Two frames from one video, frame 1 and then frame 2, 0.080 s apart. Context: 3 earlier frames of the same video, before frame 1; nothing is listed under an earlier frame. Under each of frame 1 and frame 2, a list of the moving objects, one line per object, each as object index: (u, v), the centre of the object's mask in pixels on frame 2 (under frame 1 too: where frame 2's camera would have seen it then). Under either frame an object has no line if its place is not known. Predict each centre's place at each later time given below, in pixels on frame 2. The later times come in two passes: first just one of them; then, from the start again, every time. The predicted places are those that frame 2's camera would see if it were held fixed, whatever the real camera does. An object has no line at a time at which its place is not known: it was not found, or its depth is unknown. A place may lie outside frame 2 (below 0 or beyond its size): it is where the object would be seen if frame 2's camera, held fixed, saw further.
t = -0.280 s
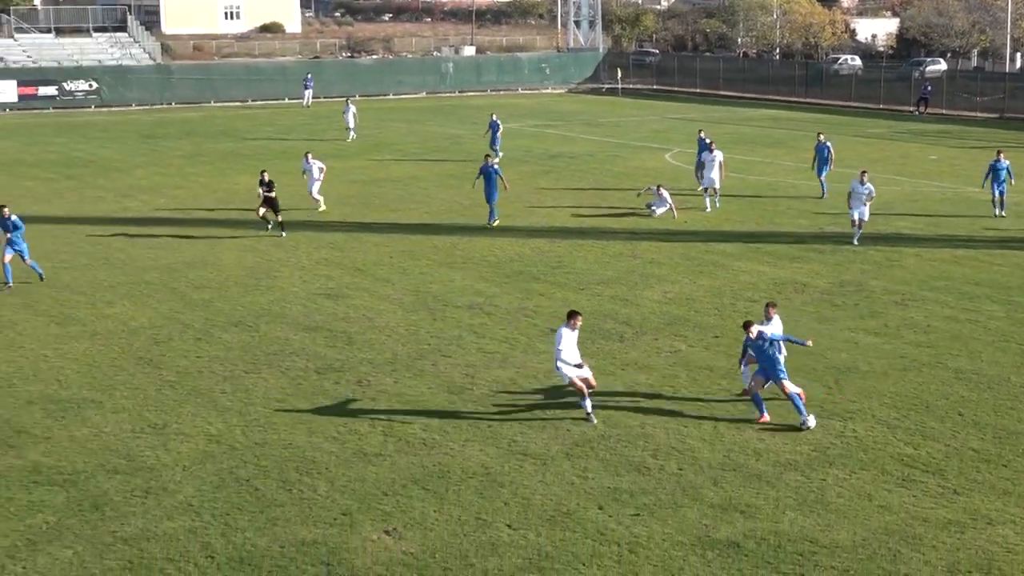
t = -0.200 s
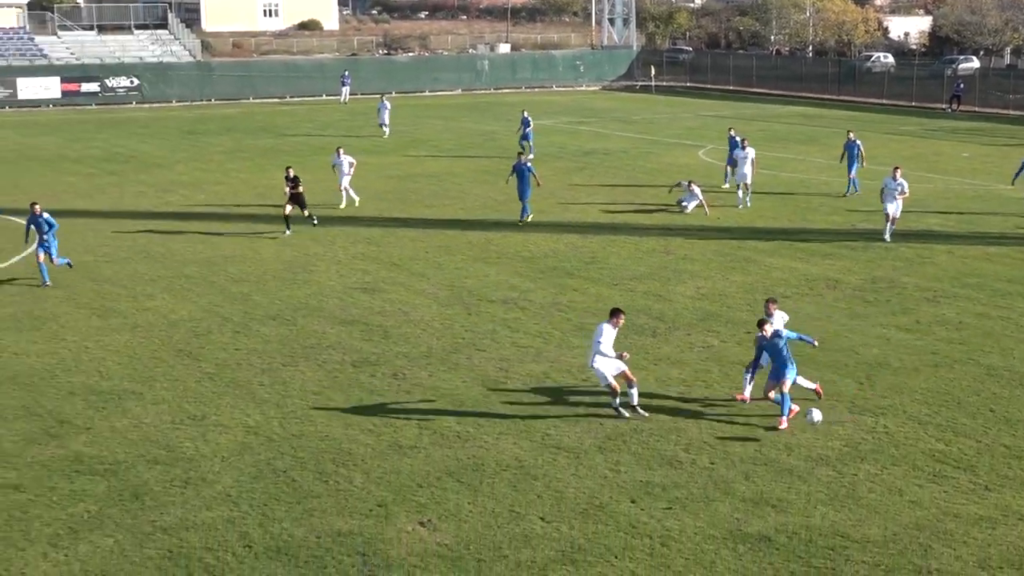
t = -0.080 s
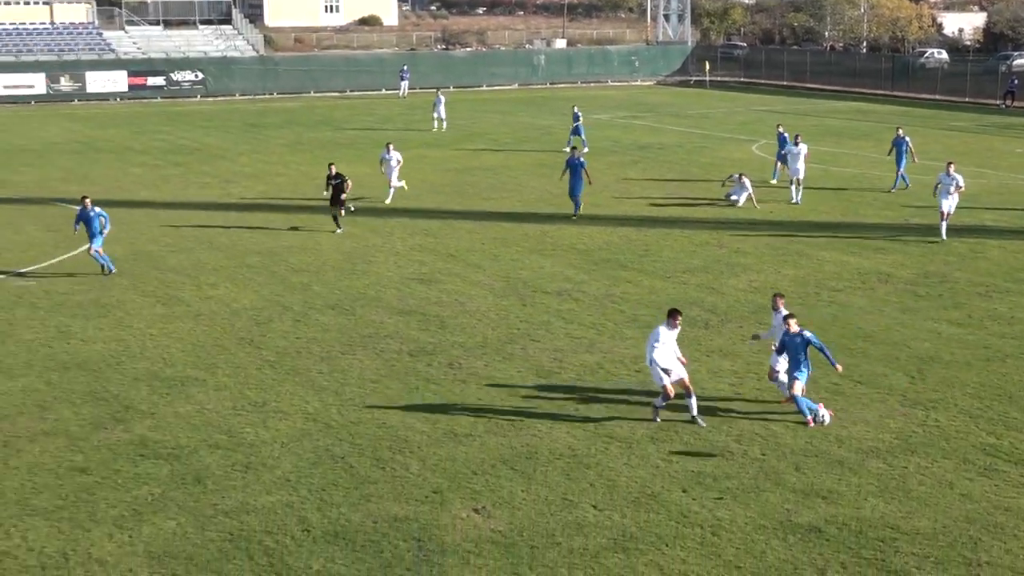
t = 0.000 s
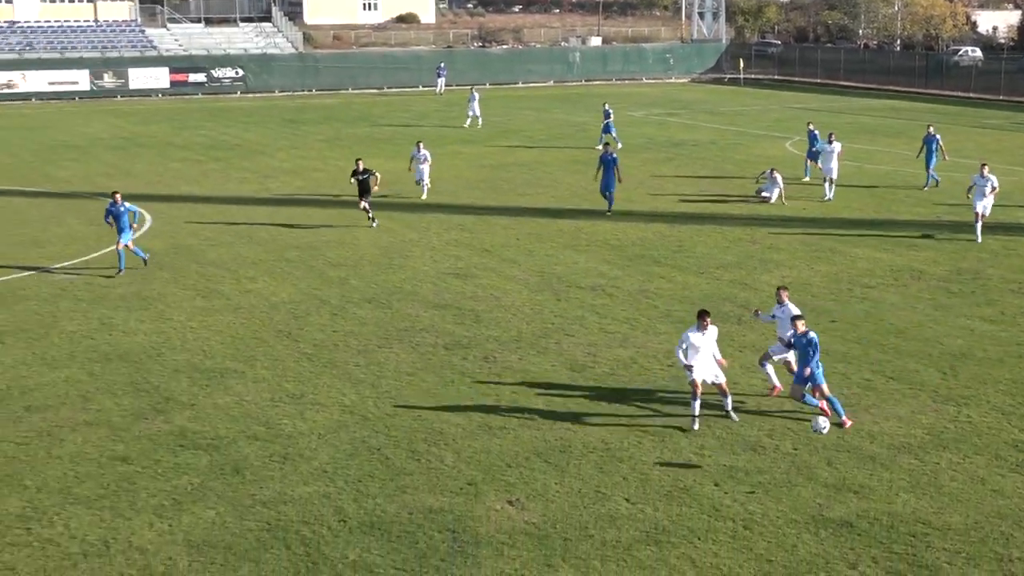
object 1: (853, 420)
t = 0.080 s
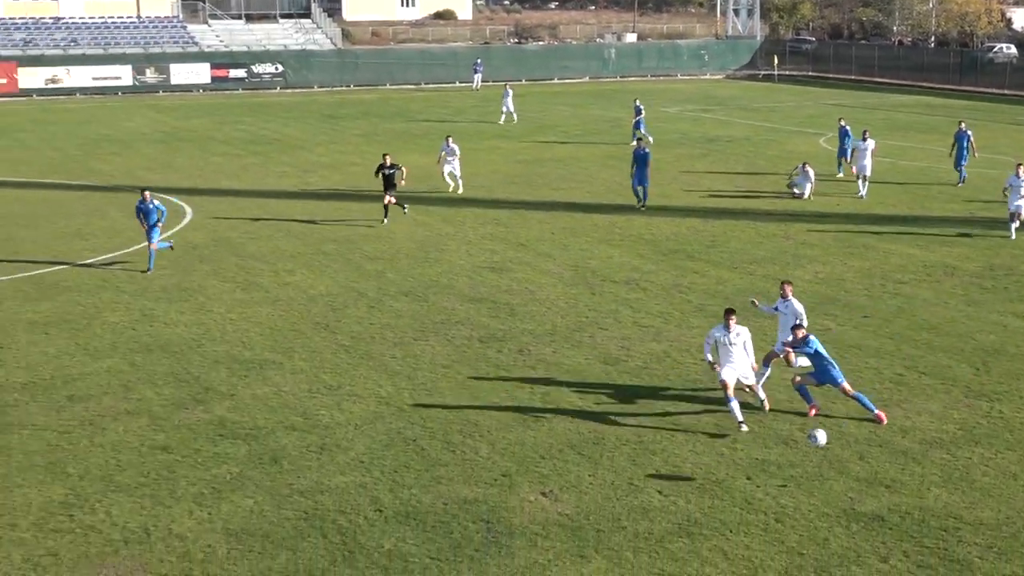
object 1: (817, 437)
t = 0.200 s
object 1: (758, 477)
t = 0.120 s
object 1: (798, 449)
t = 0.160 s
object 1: (779, 463)
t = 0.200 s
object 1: (758, 477)
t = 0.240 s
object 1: (737, 496)
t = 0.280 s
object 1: (715, 515)
